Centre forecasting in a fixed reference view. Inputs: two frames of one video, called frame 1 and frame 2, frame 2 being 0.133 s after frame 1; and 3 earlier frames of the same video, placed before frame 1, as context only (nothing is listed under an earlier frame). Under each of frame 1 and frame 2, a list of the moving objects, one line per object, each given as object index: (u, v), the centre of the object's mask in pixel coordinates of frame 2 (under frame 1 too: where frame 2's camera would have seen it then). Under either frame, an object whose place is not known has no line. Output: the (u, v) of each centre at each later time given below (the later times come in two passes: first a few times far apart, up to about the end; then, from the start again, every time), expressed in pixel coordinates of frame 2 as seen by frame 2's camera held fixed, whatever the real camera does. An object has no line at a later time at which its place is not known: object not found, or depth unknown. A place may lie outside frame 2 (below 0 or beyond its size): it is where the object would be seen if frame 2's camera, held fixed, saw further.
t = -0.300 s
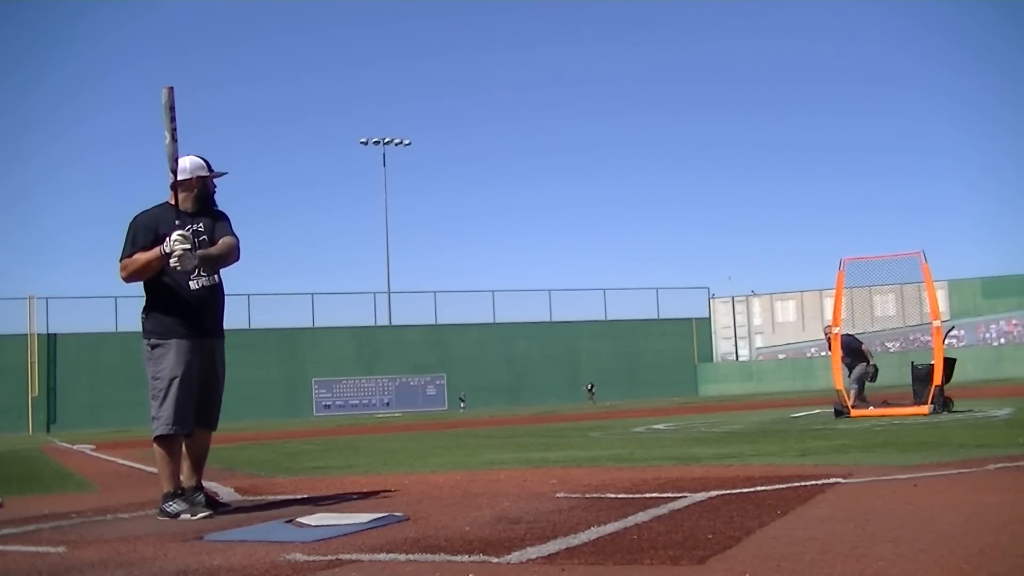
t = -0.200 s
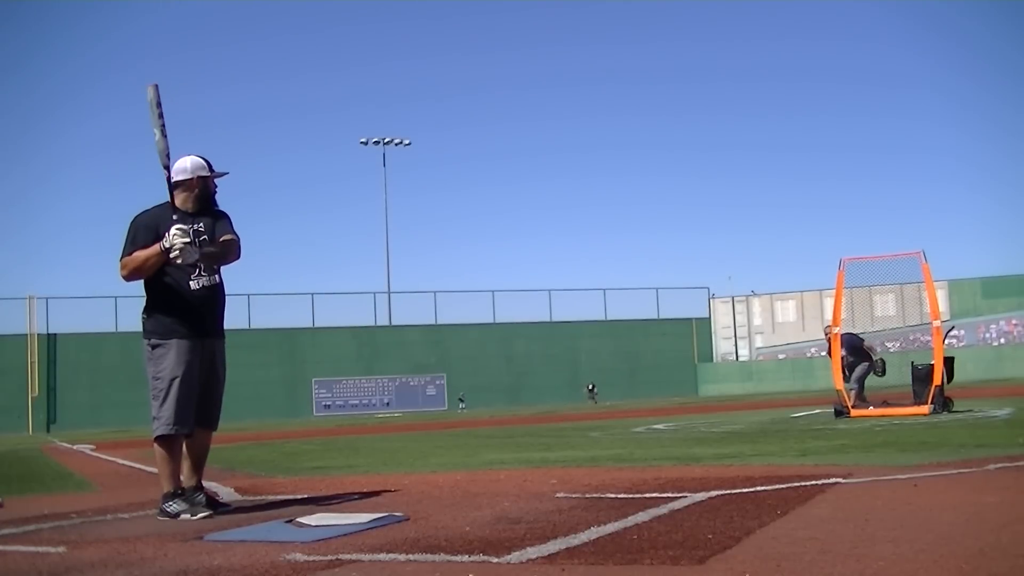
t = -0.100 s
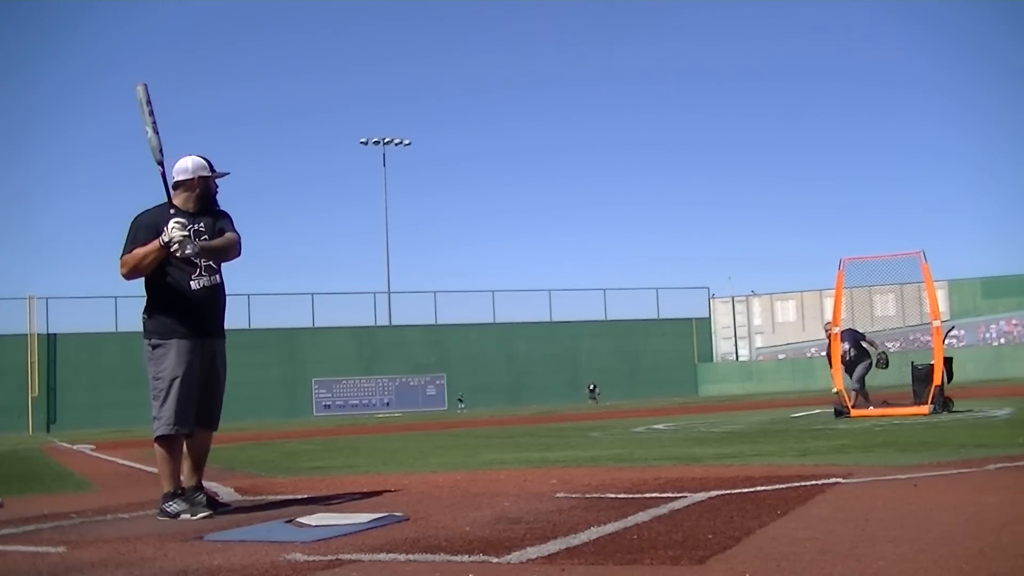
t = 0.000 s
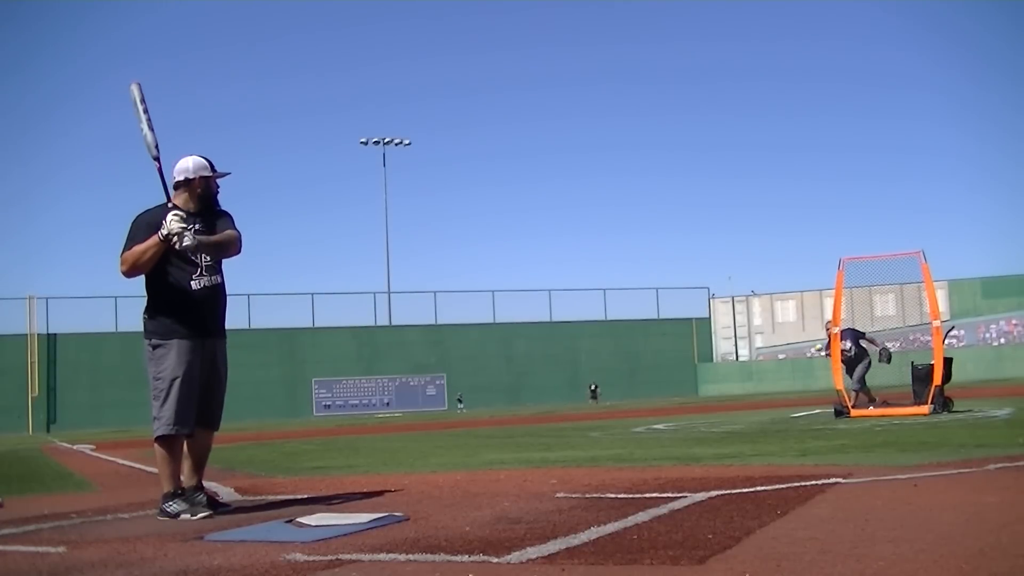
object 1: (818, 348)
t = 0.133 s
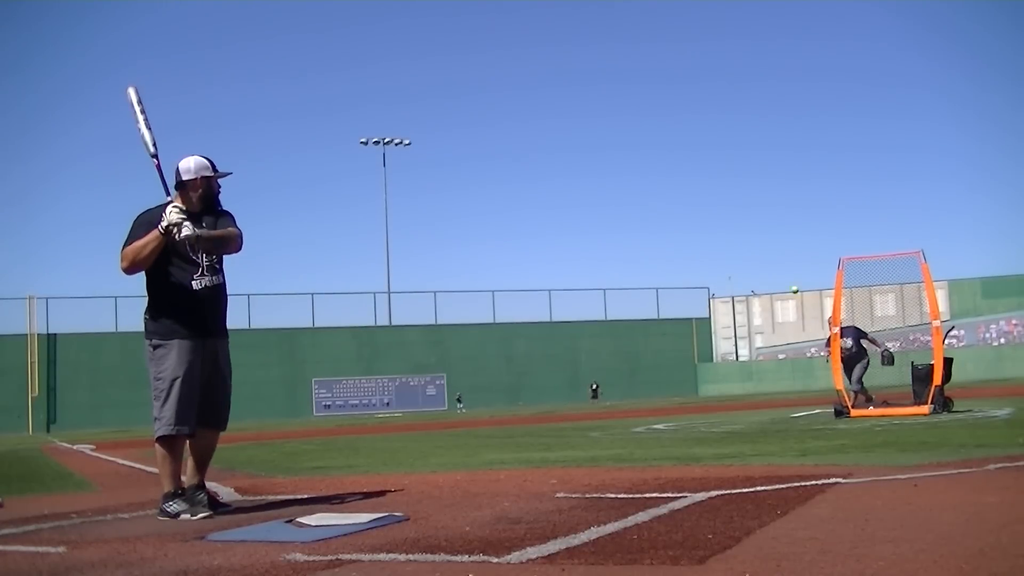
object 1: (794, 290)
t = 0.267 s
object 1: (766, 238)
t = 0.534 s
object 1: (697, 162)
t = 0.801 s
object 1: (599, 141)
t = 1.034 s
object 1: (467, 210)
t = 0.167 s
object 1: (788, 276)
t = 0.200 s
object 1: (781, 263)
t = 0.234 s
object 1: (774, 251)
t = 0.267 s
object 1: (766, 238)
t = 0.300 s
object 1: (759, 227)
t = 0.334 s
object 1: (751, 215)
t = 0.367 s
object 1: (743, 205)
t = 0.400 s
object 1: (734, 195)
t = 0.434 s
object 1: (725, 185)
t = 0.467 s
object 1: (716, 177)
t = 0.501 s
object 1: (707, 169)
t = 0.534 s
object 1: (697, 162)
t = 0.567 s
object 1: (686, 156)
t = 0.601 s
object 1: (676, 150)
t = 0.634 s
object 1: (664, 146)
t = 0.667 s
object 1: (652, 142)
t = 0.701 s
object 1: (640, 140)
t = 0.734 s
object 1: (627, 139)
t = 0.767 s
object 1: (613, 140)
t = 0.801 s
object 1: (599, 141)
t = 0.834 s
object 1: (583, 145)
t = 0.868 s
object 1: (567, 150)
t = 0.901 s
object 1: (549, 157)
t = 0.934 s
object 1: (530, 167)
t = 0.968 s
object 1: (511, 179)
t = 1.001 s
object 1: (490, 193)
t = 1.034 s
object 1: (467, 210)
